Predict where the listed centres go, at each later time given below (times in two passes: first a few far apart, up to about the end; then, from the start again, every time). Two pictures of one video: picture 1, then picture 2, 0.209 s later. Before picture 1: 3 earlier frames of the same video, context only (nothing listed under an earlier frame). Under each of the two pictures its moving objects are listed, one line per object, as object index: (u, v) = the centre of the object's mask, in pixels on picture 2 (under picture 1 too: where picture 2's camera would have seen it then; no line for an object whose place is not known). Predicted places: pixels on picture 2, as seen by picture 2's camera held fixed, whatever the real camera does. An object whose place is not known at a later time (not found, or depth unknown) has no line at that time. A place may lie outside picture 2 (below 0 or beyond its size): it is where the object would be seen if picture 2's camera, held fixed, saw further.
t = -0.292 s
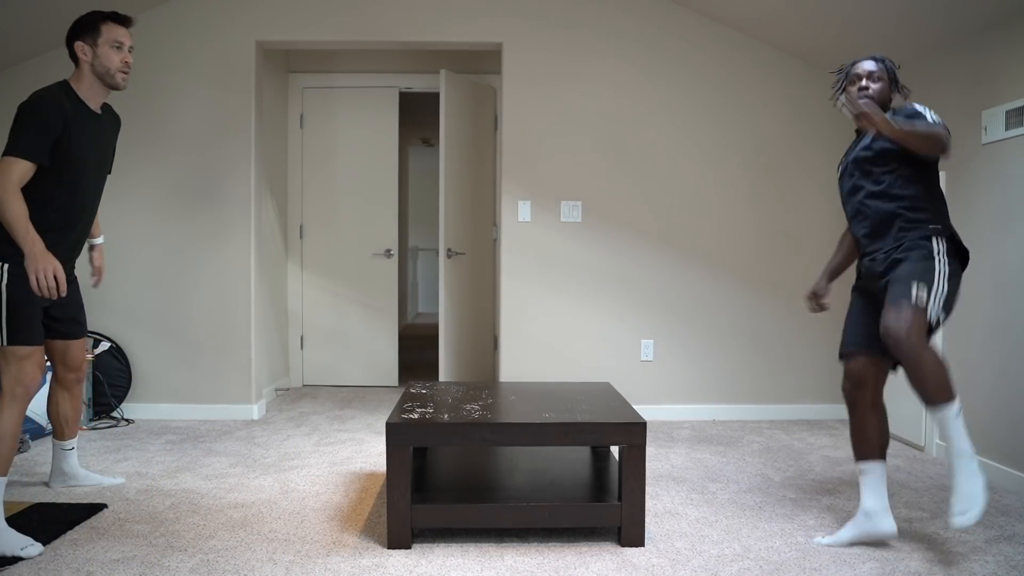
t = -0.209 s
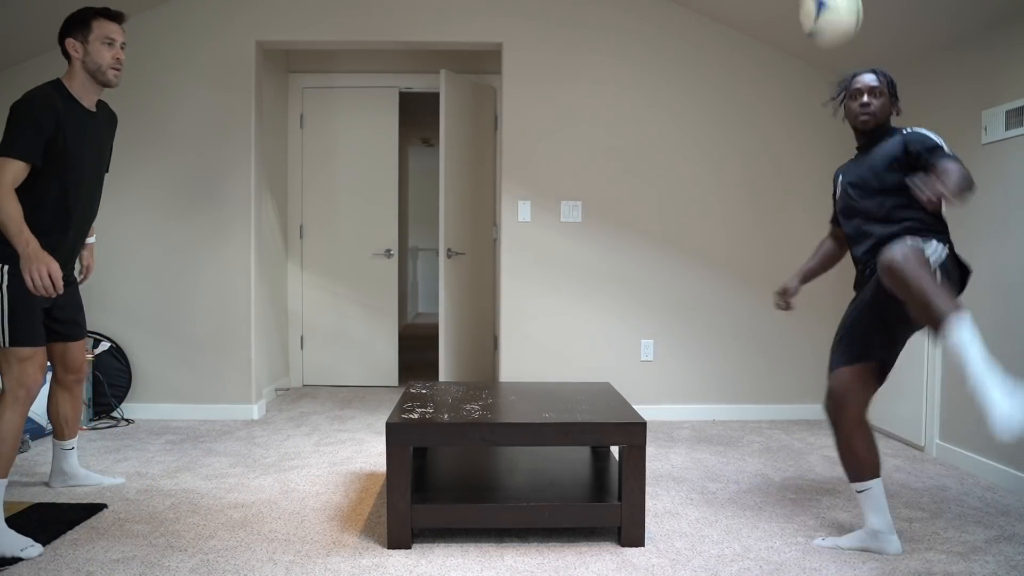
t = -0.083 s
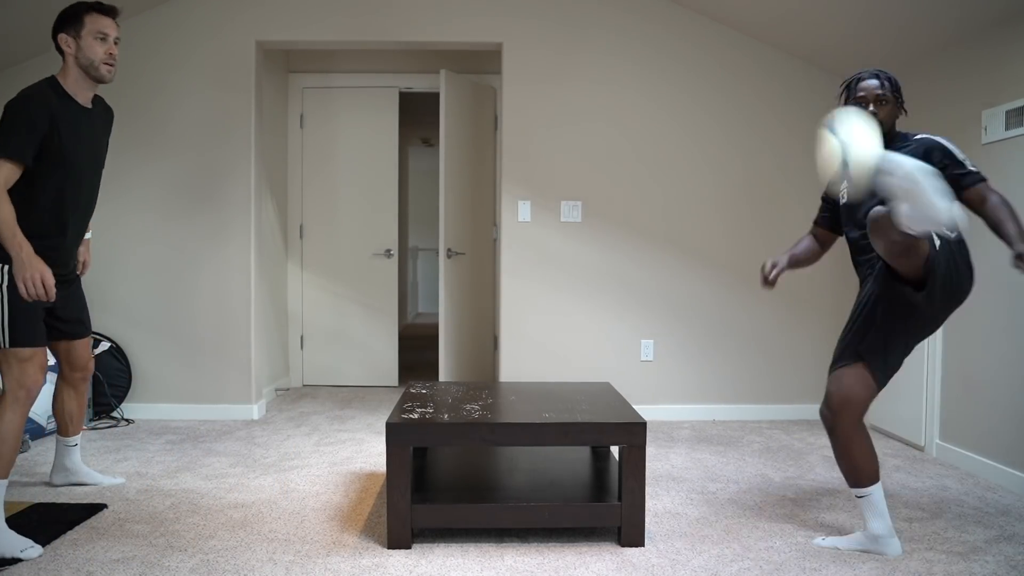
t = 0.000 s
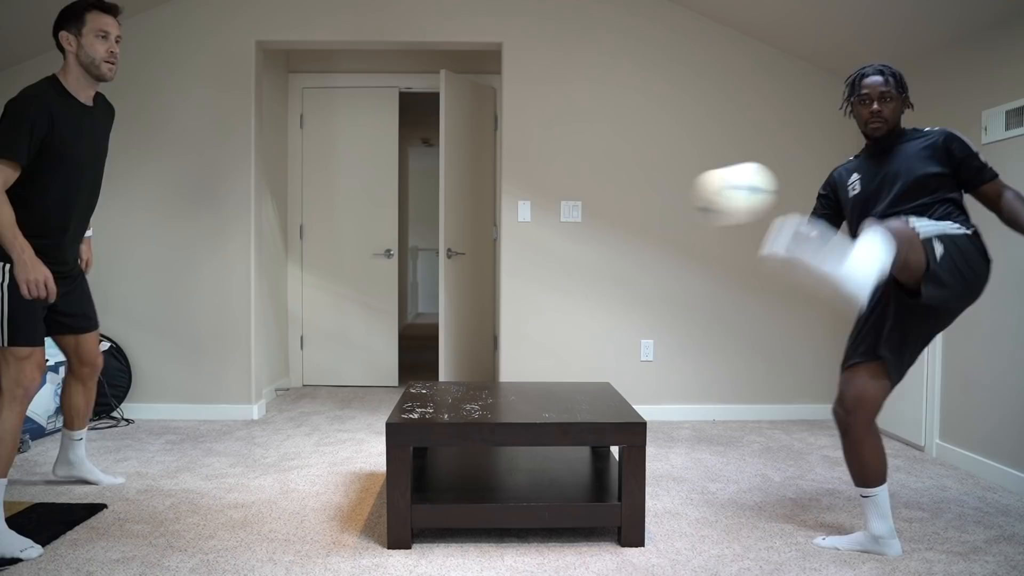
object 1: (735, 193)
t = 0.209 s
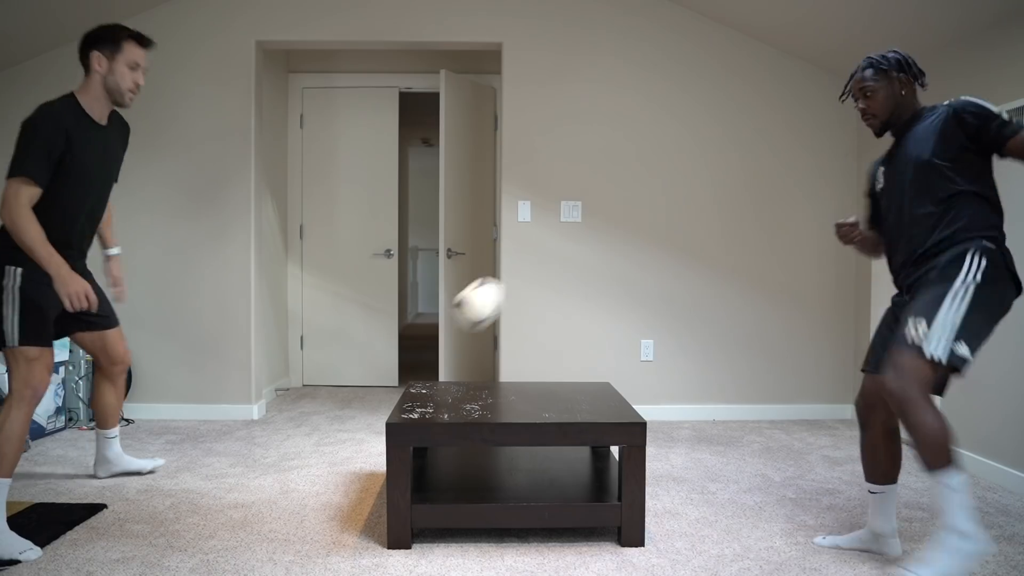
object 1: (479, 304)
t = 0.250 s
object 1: (444, 335)
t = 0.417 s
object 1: (365, 311)
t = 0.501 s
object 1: (339, 291)
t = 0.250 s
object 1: (444, 335)
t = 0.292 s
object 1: (415, 365)
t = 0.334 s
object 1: (396, 350)
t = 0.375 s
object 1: (379, 327)
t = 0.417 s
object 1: (365, 311)
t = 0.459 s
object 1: (352, 298)
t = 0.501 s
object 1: (339, 291)
